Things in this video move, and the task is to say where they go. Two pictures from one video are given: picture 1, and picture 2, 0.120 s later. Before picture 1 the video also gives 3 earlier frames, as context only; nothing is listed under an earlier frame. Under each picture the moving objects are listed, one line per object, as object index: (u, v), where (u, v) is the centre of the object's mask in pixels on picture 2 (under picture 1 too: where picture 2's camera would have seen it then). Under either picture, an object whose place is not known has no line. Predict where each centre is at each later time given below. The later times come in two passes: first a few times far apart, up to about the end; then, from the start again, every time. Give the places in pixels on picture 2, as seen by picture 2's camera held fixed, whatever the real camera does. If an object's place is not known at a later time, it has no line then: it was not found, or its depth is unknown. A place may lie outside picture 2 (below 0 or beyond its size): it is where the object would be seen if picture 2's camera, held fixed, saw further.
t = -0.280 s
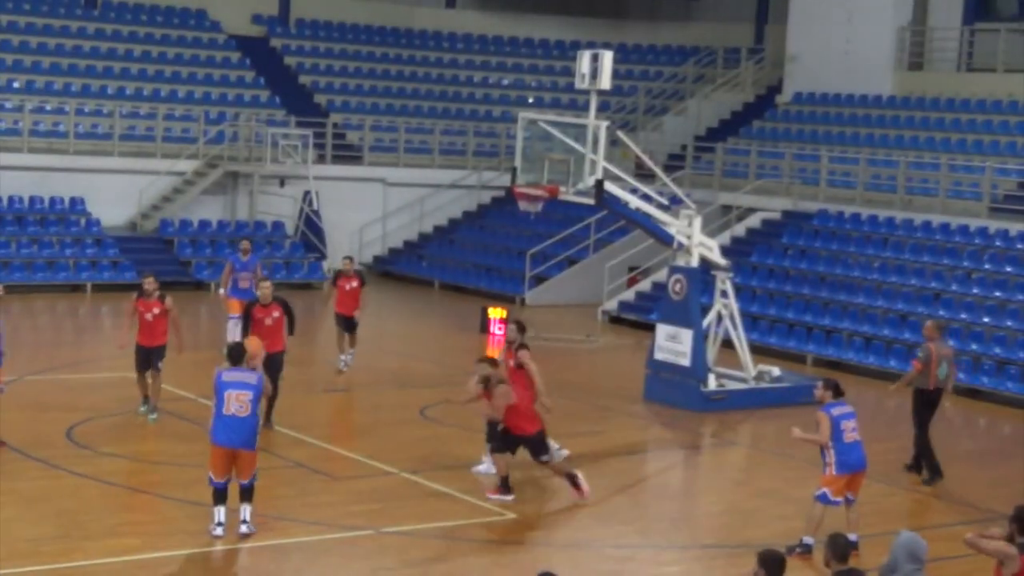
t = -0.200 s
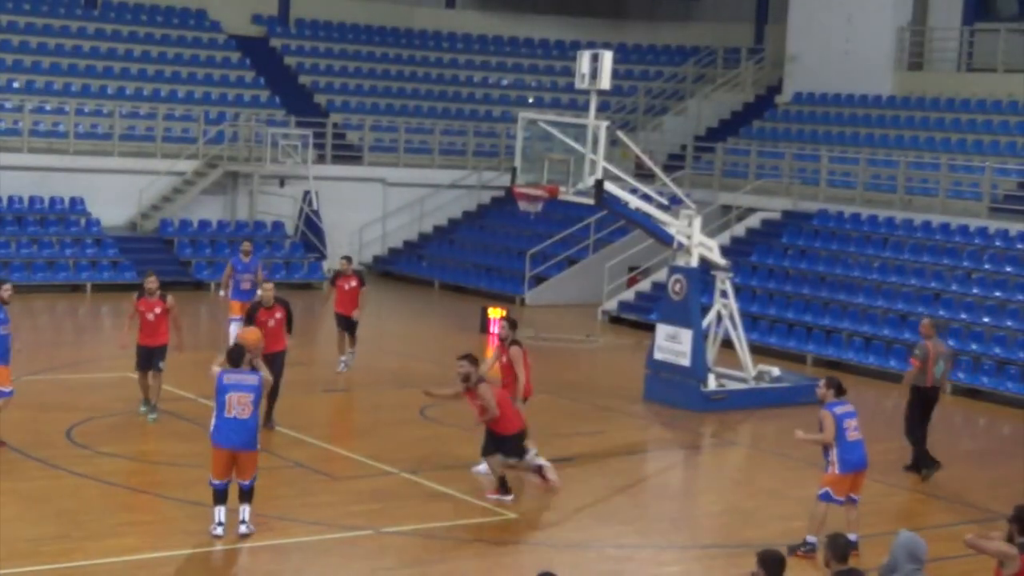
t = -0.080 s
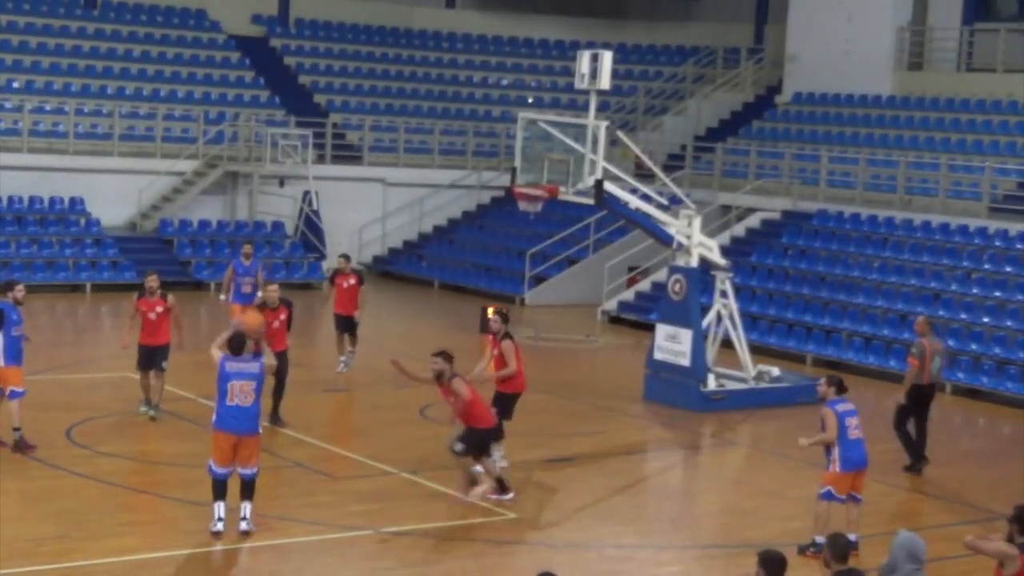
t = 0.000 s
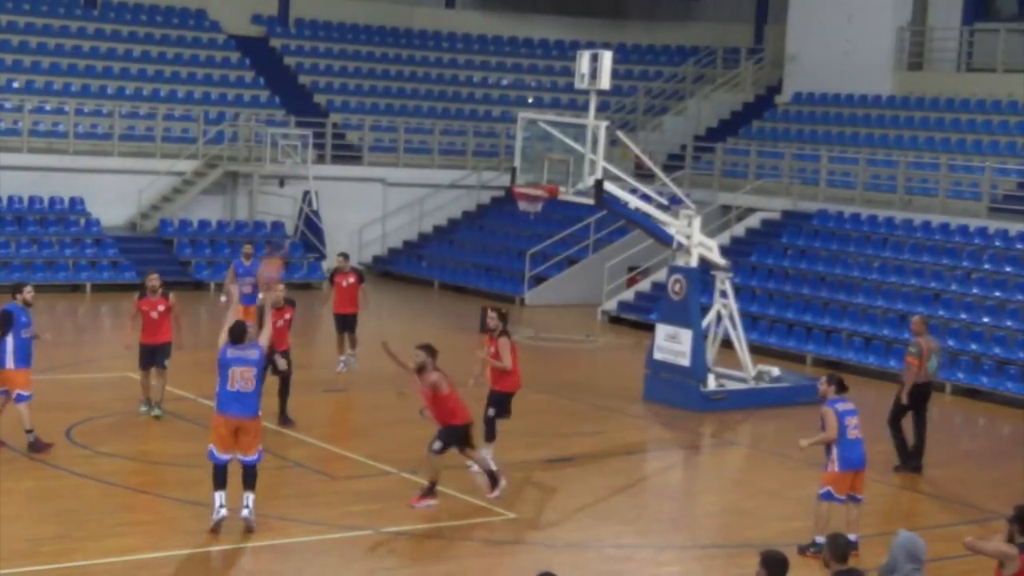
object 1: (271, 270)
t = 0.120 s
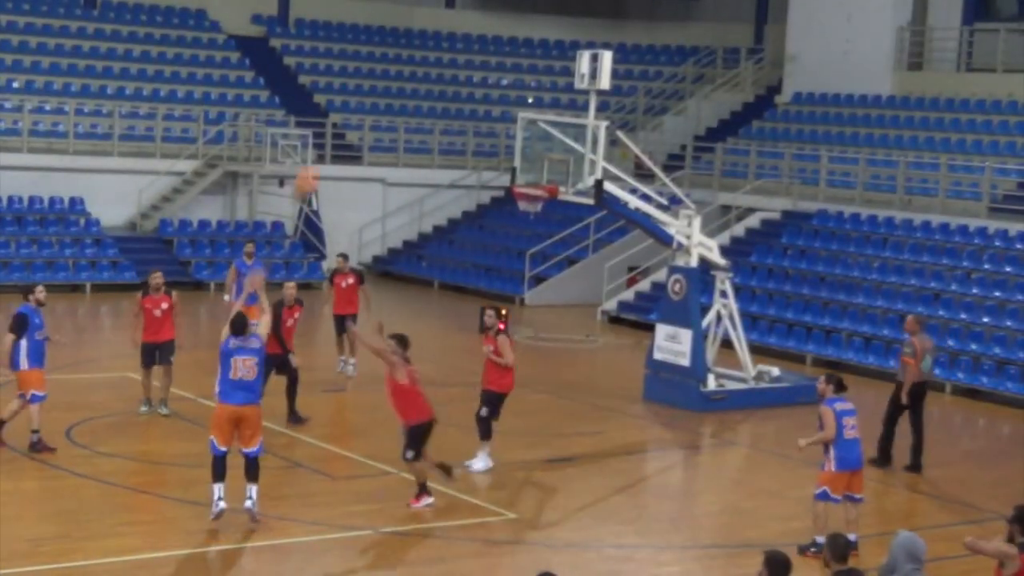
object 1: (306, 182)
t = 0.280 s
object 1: (347, 100)
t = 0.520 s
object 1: (397, 32)
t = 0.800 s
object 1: (444, 24)
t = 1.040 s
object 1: (475, 66)
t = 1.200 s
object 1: (492, 117)
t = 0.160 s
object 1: (316, 158)
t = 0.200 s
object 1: (326, 137)
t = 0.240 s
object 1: (336, 117)
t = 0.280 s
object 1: (347, 100)
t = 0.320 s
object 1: (357, 84)
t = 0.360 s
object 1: (365, 70)
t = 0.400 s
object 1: (374, 58)
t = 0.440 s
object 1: (382, 48)
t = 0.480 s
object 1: (390, 39)
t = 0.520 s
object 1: (397, 32)
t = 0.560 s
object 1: (405, 27)
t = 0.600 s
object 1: (411, 23)
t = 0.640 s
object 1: (419, 21)
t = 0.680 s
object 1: (425, 19)
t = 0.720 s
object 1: (432, 19)
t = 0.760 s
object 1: (437, 21)
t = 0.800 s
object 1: (444, 24)
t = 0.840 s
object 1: (450, 29)
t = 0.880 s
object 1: (455, 34)
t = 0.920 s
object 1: (460, 40)
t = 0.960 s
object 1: (466, 47)
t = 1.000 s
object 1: (471, 57)
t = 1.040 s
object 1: (475, 66)
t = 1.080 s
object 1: (480, 78)
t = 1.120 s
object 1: (484, 90)
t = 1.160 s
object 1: (488, 103)
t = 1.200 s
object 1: (492, 117)
